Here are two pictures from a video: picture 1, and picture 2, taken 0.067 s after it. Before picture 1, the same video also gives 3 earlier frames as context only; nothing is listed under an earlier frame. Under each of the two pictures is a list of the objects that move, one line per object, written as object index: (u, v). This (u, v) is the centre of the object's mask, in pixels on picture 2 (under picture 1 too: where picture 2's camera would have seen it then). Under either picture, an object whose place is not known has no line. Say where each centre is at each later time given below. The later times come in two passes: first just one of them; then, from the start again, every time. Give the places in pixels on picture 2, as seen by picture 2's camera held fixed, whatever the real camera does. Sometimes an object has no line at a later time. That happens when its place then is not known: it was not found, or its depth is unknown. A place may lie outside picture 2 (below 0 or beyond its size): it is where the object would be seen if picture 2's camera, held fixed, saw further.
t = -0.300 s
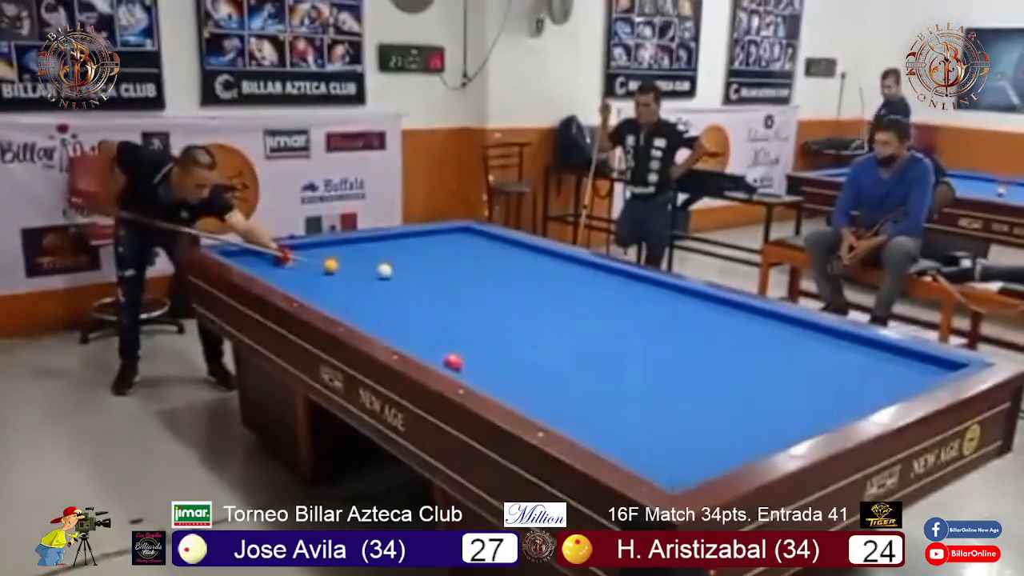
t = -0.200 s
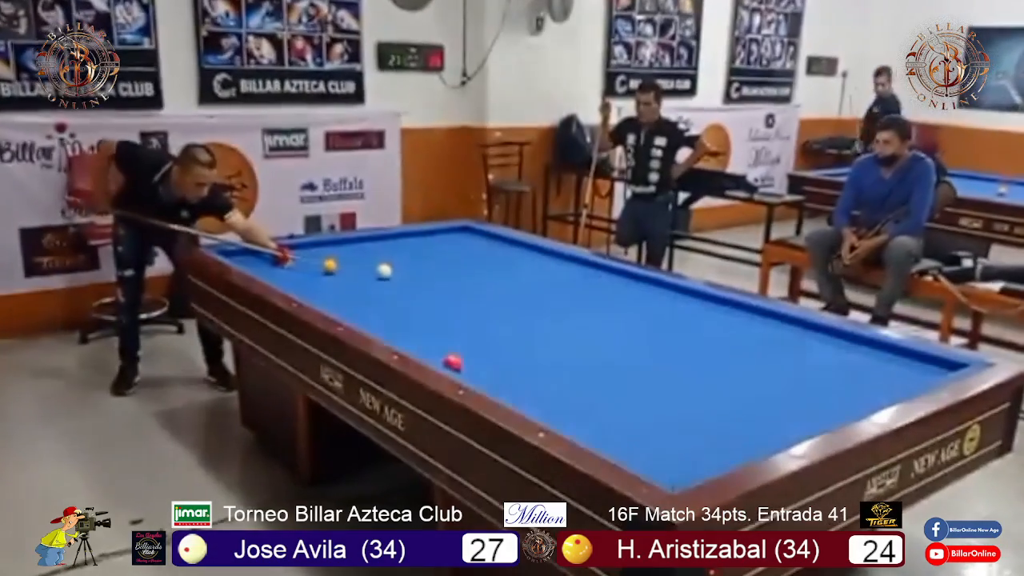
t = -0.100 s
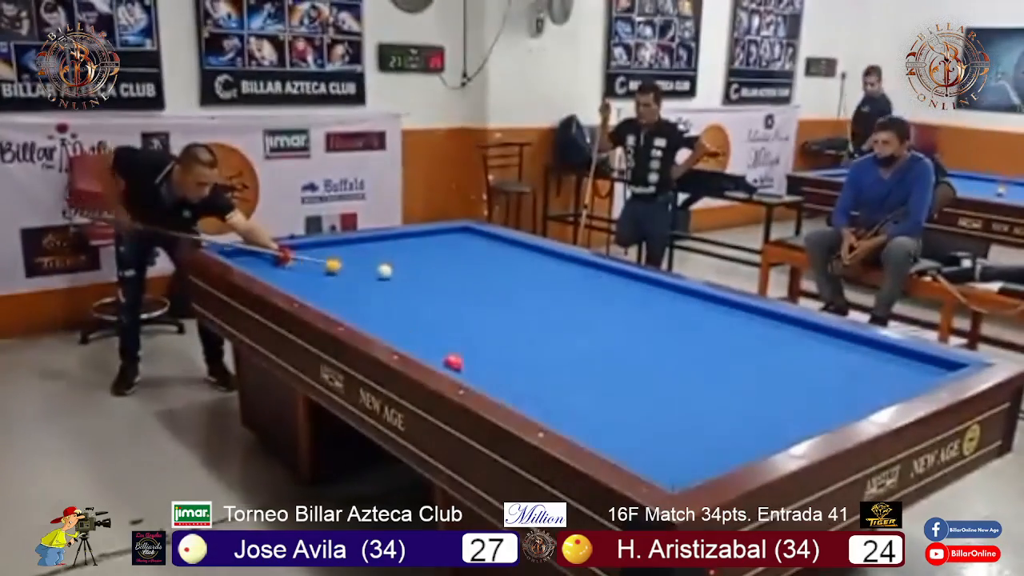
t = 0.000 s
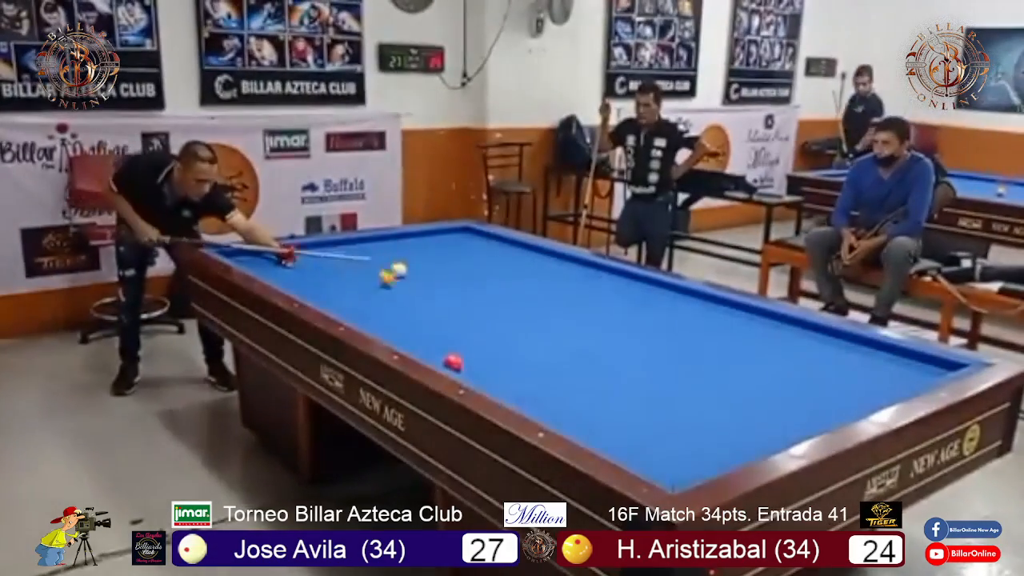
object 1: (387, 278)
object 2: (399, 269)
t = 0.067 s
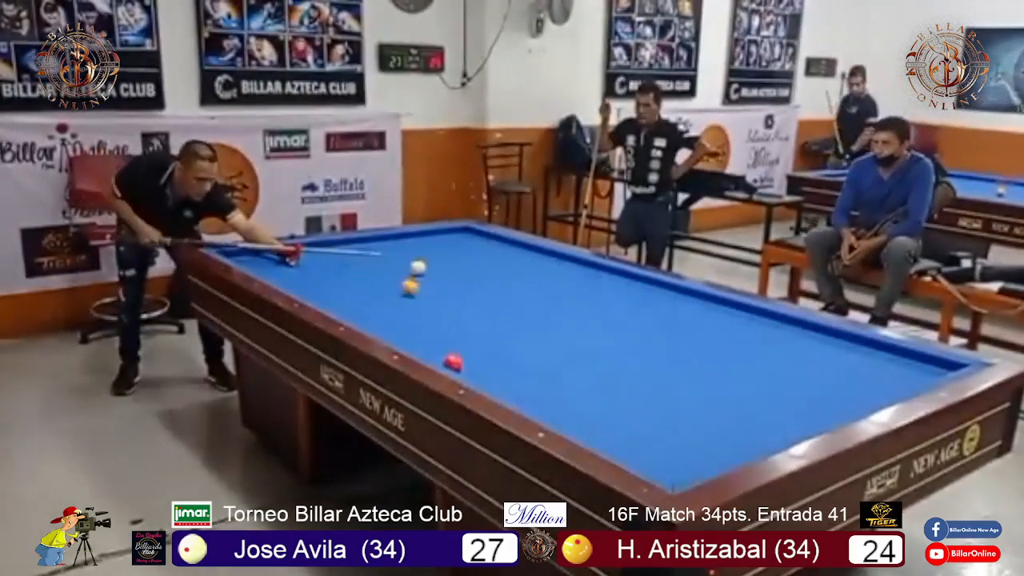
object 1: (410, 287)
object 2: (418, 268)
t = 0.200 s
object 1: (469, 306)
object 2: (449, 264)
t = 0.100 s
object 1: (425, 290)
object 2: (427, 267)
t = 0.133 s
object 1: (438, 296)
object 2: (434, 266)
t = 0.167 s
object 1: (453, 302)
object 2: (442, 265)
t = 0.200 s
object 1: (469, 306)
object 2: (449, 264)
